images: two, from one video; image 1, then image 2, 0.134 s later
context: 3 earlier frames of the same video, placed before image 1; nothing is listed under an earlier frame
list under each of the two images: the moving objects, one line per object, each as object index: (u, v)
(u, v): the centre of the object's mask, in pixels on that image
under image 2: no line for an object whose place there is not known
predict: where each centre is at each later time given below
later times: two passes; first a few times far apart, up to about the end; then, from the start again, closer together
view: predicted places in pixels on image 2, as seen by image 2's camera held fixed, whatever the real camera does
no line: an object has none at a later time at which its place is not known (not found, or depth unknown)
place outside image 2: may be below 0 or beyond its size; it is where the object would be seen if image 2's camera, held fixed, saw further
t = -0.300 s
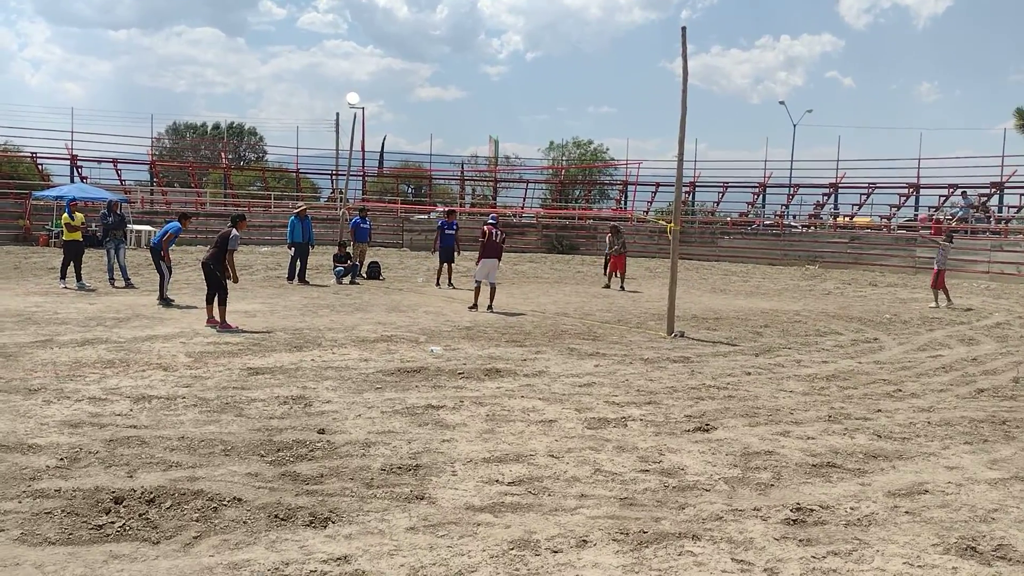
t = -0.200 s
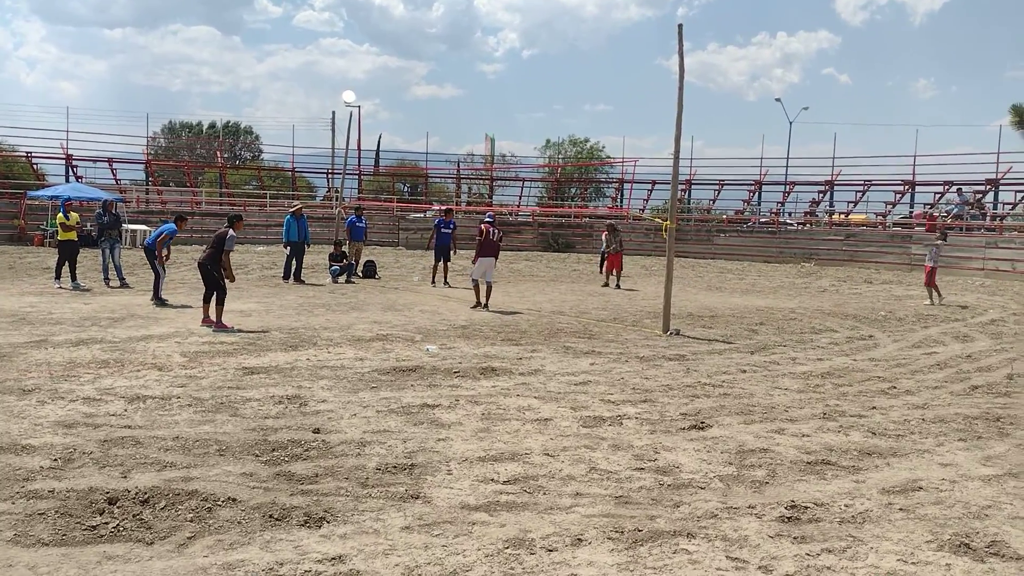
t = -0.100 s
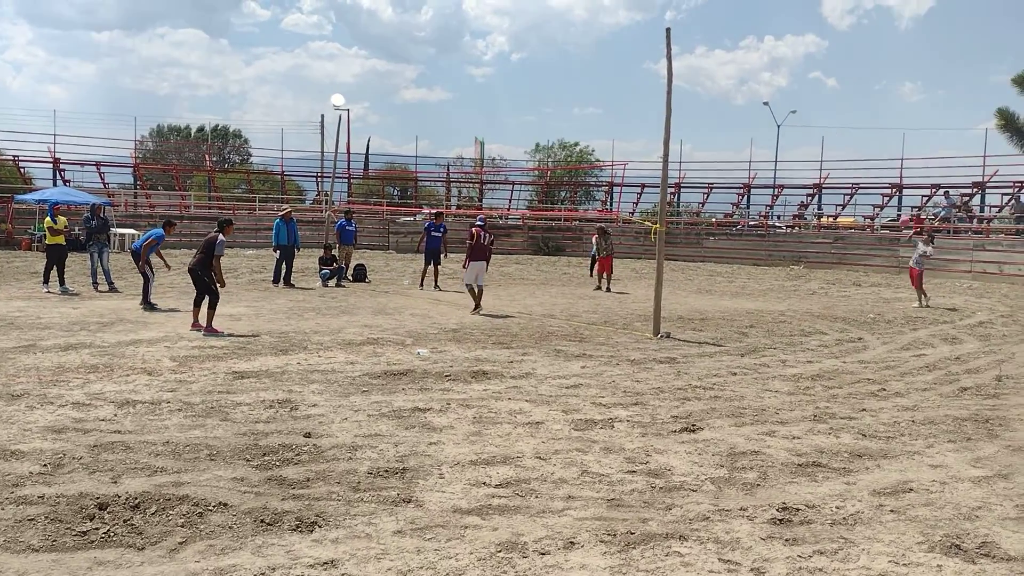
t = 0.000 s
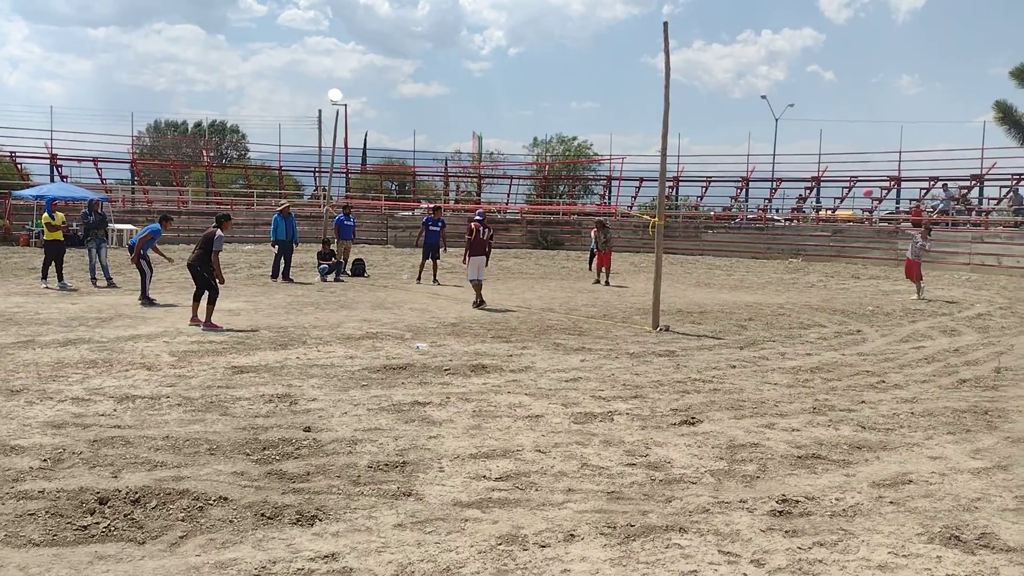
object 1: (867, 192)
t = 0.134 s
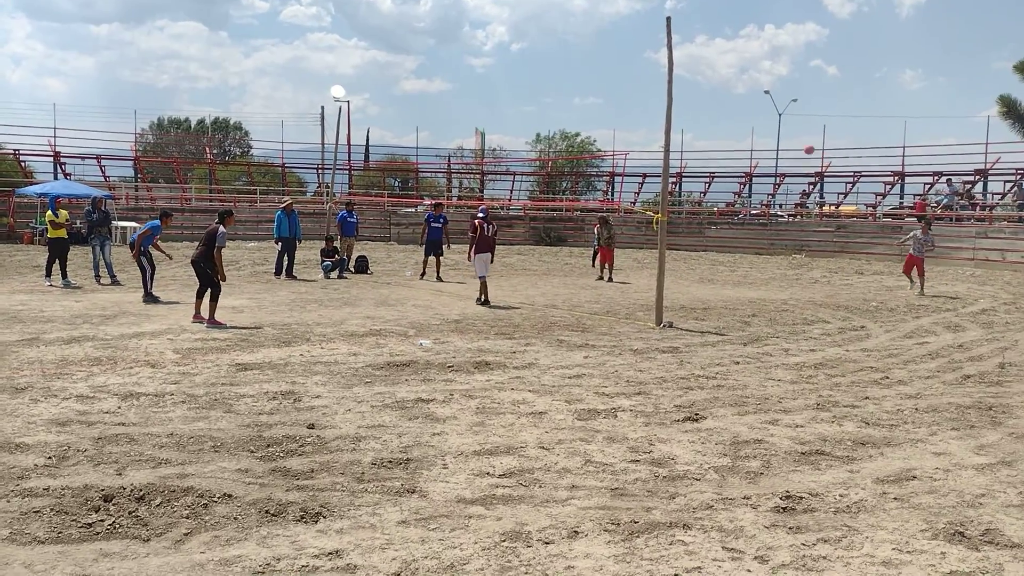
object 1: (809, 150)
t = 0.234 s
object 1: (762, 125)
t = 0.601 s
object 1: (578, 61)
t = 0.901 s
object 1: (418, 45)
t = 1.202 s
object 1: (245, 74)
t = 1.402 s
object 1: (121, 123)
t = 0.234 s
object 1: (762, 125)
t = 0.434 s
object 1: (663, 84)
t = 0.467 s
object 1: (646, 78)
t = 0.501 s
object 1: (629, 73)
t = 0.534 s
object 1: (612, 69)
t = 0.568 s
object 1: (595, 64)
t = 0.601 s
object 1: (578, 61)
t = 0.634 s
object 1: (561, 57)
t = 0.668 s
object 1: (543, 54)
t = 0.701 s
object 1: (526, 51)
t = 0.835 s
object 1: (455, 45)
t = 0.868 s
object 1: (437, 45)
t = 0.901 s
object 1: (418, 45)
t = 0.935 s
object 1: (400, 46)
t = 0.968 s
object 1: (381, 47)
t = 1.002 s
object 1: (363, 49)
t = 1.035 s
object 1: (343, 52)
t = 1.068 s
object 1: (324, 55)
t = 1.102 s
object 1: (305, 58)
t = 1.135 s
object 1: (285, 63)
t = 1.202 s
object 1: (245, 74)
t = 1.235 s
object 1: (225, 80)
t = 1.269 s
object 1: (204, 87)
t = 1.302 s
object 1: (184, 95)
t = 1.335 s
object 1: (163, 104)
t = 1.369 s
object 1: (141, 113)
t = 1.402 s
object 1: (121, 123)
